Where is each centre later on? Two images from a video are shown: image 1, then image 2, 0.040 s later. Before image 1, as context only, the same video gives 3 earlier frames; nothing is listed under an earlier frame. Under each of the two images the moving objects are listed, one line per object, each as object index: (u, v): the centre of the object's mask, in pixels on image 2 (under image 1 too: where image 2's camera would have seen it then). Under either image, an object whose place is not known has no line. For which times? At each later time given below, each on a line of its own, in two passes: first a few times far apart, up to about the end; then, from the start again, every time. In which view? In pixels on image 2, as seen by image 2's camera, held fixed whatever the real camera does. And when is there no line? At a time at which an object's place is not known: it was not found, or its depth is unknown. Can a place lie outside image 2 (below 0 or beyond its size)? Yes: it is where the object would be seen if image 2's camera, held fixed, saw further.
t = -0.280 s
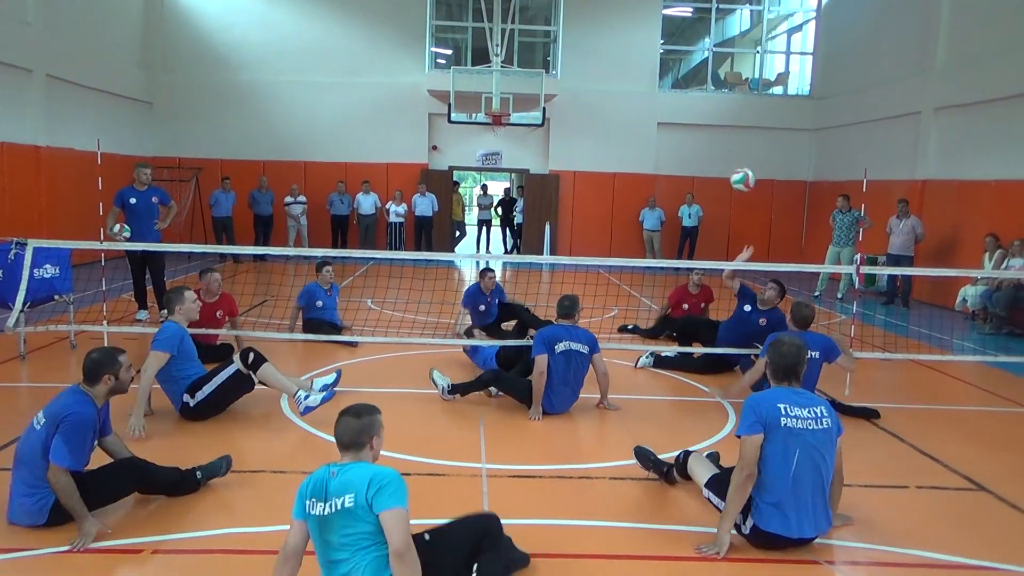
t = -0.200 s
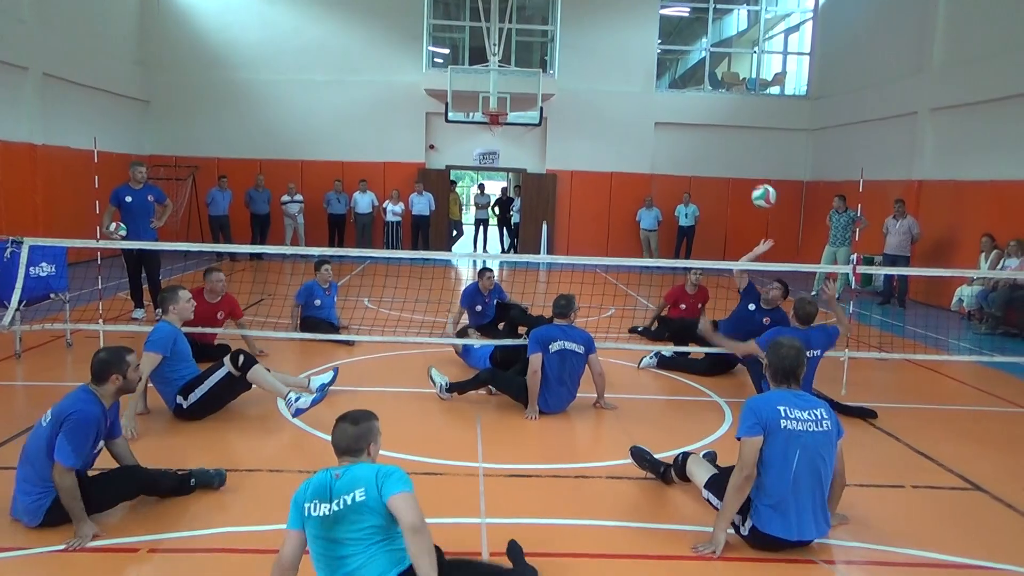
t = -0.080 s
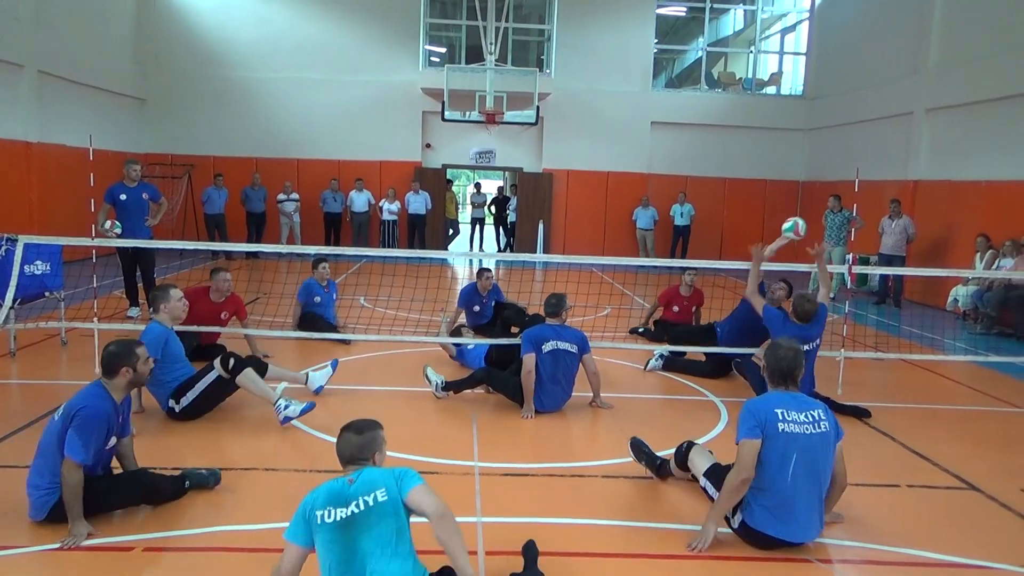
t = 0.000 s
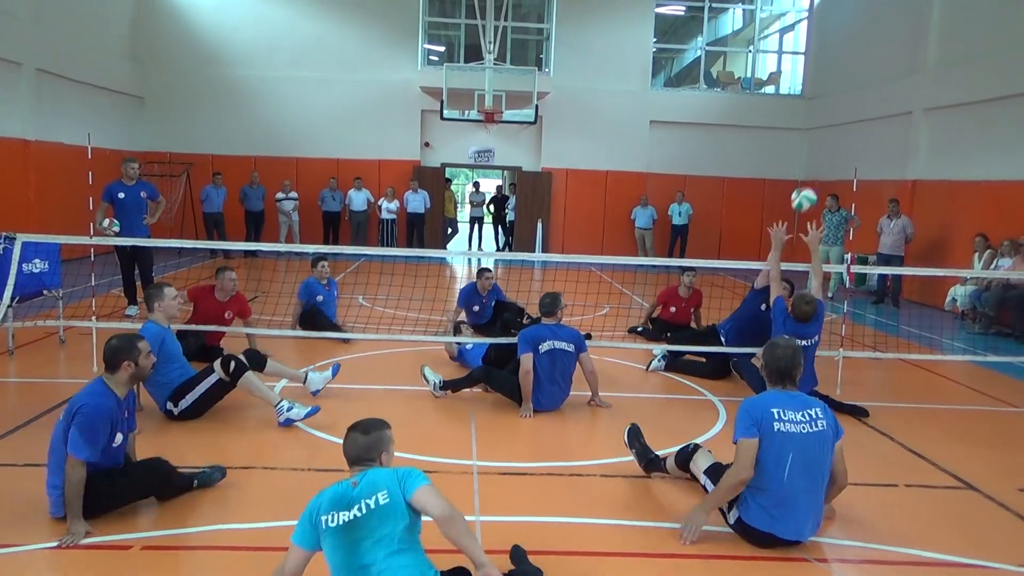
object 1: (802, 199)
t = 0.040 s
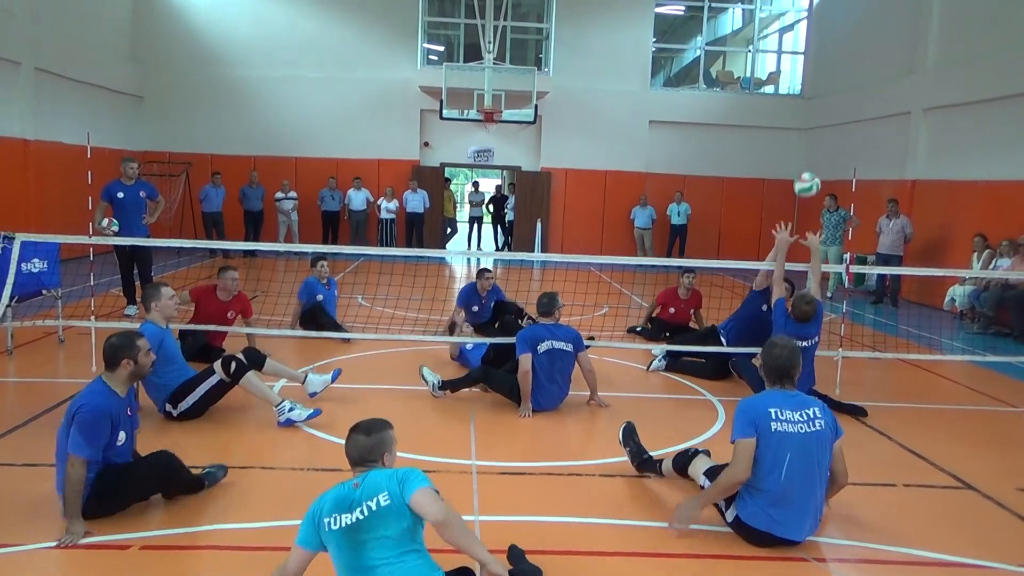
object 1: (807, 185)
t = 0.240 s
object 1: (829, 132)
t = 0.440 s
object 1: (852, 122)
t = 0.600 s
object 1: (870, 163)
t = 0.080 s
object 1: (811, 171)
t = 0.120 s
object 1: (815, 159)
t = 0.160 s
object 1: (820, 148)
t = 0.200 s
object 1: (824, 139)
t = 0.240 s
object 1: (829, 132)
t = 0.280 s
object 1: (833, 126)
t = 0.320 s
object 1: (838, 121)
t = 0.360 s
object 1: (842, 119)
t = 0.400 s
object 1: (846, 120)
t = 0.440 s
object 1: (852, 122)
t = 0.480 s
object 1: (856, 128)
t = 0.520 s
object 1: (861, 137)
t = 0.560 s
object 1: (865, 149)
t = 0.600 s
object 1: (870, 163)
